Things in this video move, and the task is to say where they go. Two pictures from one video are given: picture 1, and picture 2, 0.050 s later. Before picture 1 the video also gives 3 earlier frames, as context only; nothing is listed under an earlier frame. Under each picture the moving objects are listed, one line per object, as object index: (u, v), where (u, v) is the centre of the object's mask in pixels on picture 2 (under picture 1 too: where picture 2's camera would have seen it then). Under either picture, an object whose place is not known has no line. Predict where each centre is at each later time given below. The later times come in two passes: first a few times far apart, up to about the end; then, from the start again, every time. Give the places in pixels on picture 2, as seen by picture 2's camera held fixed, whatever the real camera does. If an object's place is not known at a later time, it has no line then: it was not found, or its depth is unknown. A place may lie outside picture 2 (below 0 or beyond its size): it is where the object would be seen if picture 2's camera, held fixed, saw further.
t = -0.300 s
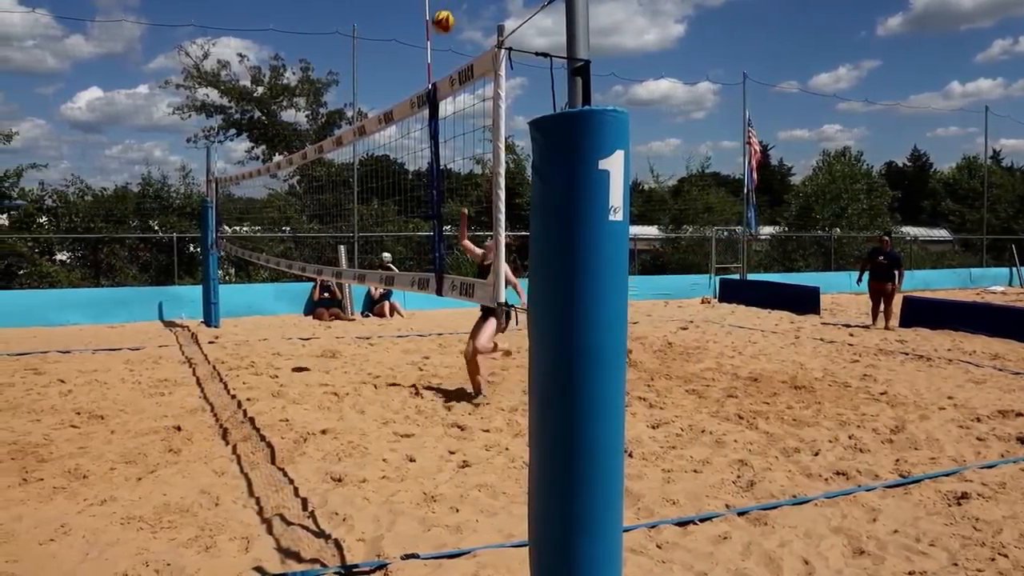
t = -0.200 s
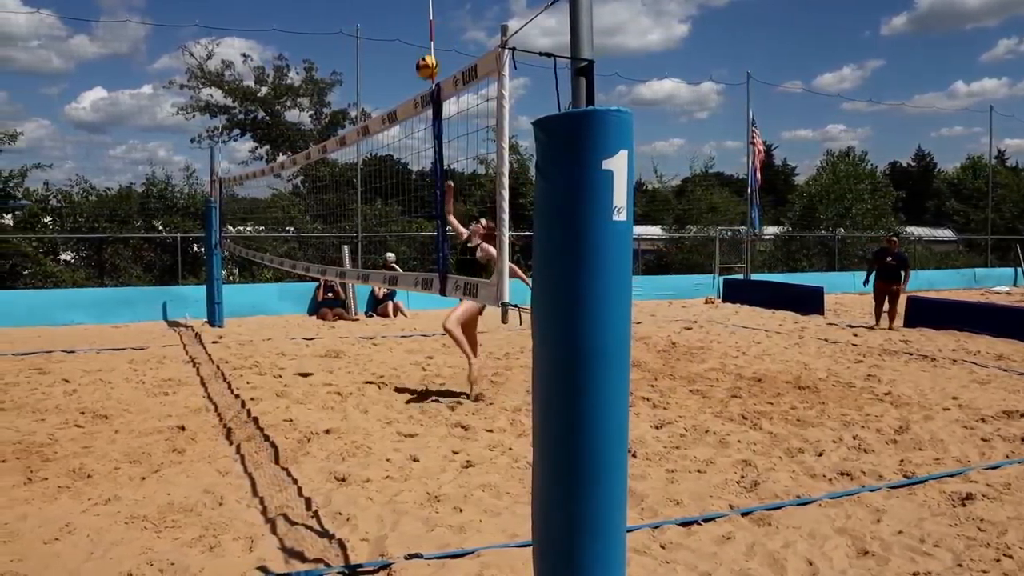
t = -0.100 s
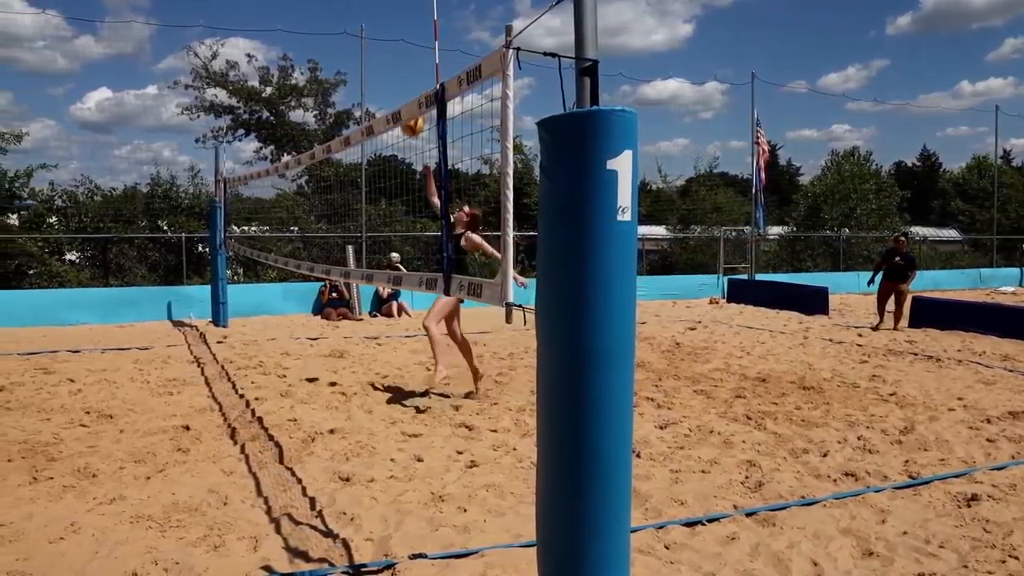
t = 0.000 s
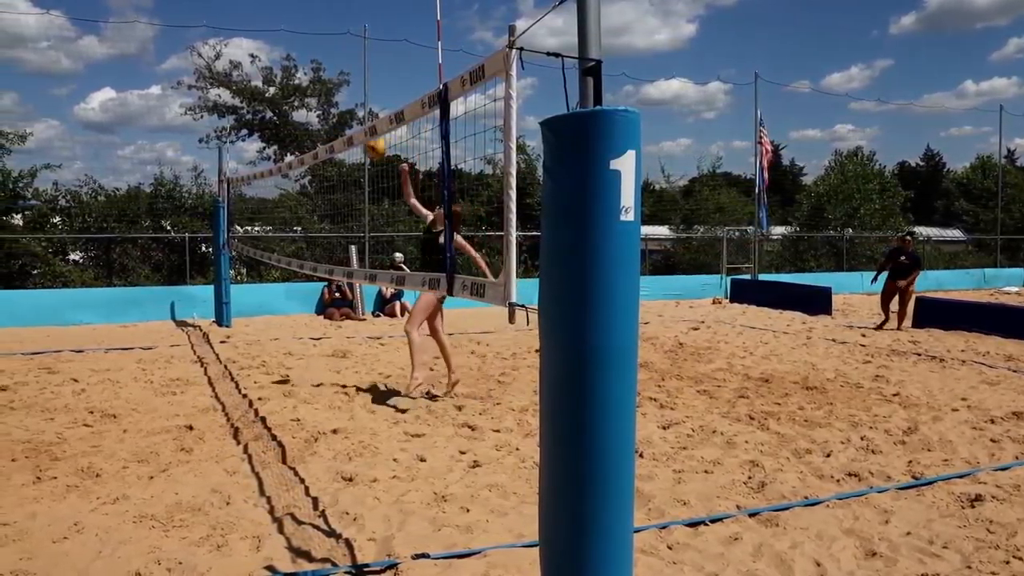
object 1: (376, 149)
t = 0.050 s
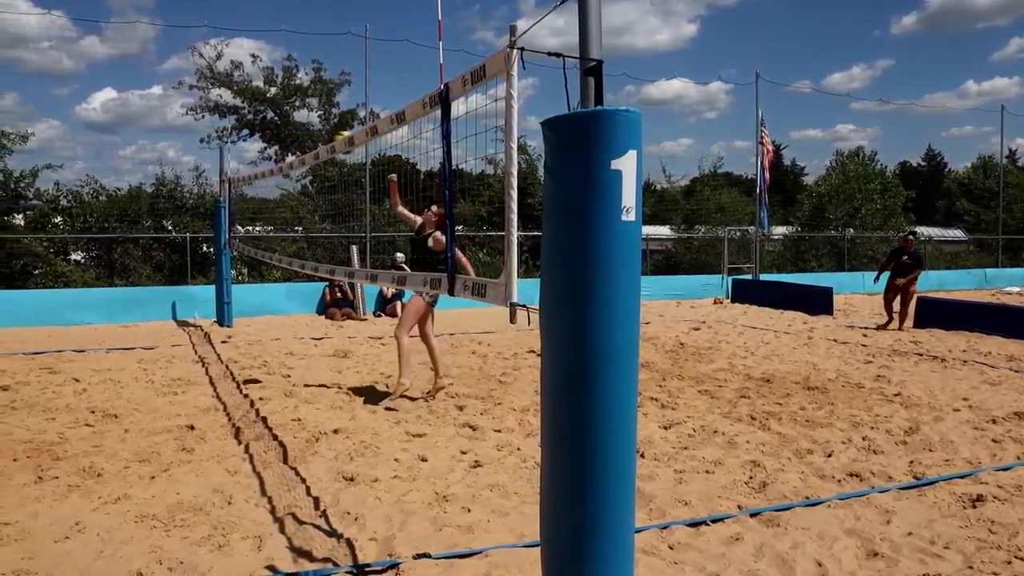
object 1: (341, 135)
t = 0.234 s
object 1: (234, 148)
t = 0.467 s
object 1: (98, 208)
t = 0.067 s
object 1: (333, 136)
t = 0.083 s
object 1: (324, 137)
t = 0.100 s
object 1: (314, 139)
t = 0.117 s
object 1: (305, 141)
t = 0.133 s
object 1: (296, 141)
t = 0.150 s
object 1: (285, 141)
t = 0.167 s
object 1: (274, 142)
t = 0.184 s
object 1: (263, 142)
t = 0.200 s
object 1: (254, 145)
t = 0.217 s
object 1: (243, 146)
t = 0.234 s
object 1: (234, 148)
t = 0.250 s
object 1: (223, 151)
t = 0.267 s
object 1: (213, 153)
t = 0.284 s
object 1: (204, 156)
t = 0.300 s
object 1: (194, 160)
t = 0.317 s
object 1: (184, 163)
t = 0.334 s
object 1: (174, 167)
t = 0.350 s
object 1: (165, 171)
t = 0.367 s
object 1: (155, 176)
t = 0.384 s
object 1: (145, 180)
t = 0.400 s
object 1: (136, 186)
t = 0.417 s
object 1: (126, 191)
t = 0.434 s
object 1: (117, 196)
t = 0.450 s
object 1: (107, 201)
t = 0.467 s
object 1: (98, 208)
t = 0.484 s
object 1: (89, 216)
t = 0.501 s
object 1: (80, 222)
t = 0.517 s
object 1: (70, 229)
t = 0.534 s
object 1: (61, 236)
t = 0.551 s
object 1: (52, 245)
